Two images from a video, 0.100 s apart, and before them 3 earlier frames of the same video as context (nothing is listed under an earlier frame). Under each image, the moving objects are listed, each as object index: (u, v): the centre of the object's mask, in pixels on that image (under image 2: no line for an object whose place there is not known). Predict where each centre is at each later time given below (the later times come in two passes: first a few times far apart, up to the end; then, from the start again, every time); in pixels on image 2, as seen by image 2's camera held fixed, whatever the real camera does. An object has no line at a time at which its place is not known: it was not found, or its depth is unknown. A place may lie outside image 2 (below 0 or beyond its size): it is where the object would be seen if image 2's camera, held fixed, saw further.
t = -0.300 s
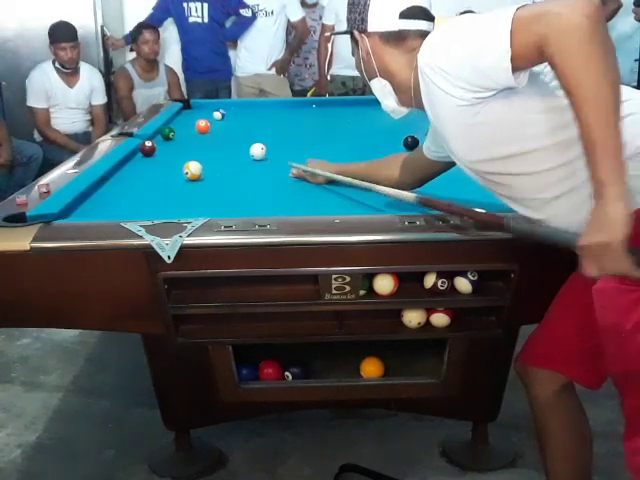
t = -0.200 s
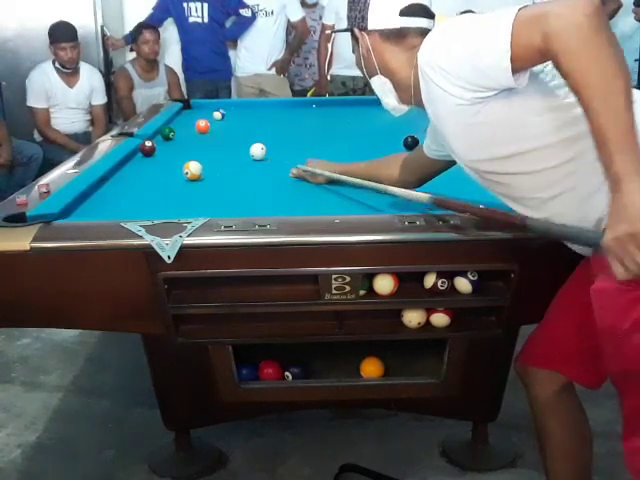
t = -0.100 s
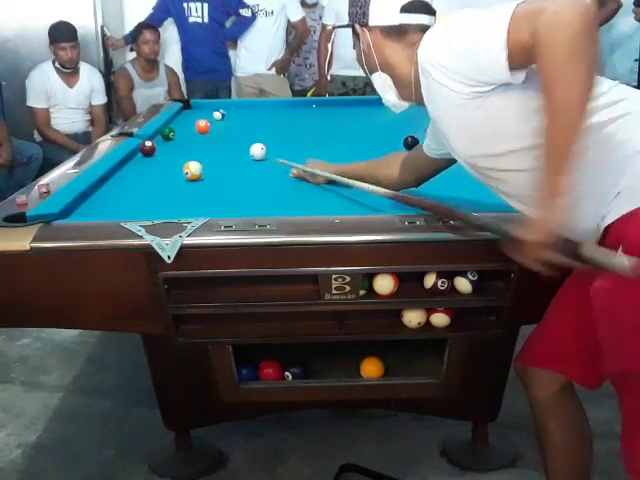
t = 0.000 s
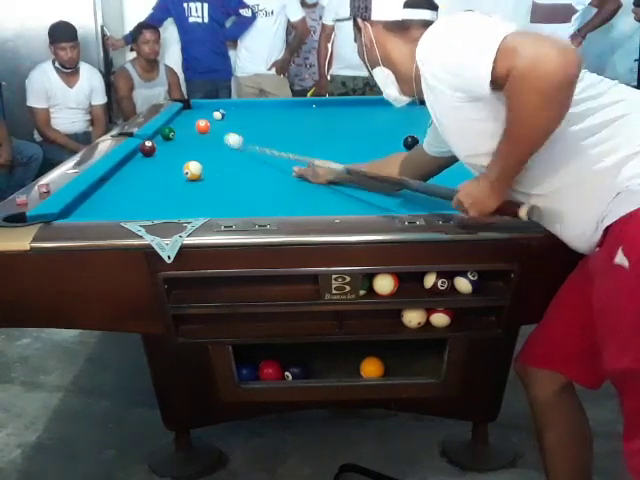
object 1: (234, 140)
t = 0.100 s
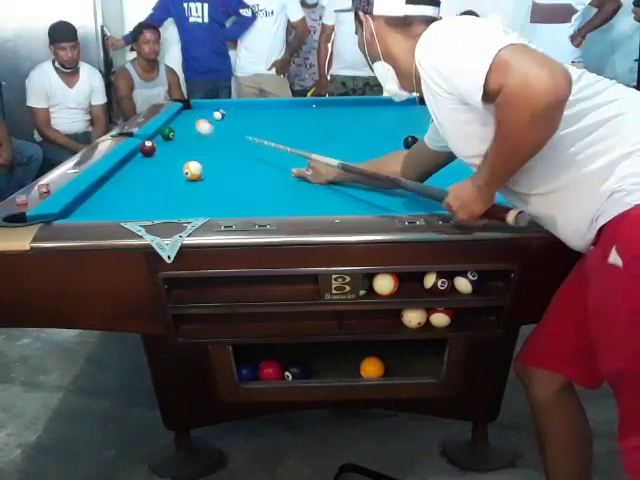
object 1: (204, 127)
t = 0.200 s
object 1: (189, 128)
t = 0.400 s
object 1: (173, 130)
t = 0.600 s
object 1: (163, 129)
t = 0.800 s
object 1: (168, 130)
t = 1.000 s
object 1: (172, 130)
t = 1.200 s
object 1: (177, 130)
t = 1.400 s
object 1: (180, 130)
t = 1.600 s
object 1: (183, 130)
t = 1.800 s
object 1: (185, 130)
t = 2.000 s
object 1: (185, 130)
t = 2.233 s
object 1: (185, 131)
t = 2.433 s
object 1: (185, 130)
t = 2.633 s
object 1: (185, 130)
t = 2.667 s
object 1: (185, 130)
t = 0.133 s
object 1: (199, 128)
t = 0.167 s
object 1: (193, 128)
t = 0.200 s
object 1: (189, 128)
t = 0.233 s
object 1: (185, 129)
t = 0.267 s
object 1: (182, 130)
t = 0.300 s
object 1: (179, 130)
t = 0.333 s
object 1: (177, 130)
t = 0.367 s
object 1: (175, 129)
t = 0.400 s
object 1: (173, 130)
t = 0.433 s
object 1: (171, 130)
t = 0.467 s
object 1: (169, 130)
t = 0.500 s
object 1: (168, 130)
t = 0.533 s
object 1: (166, 130)
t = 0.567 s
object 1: (164, 129)
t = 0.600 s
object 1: (163, 129)
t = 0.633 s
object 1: (164, 129)
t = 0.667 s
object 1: (165, 129)
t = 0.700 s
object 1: (166, 130)
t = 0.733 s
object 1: (166, 130)
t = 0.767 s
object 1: (167, 130)
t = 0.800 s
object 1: (168, 130)
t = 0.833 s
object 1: (168, 130)
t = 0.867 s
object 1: (169, 130)
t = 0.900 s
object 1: (170, 130)
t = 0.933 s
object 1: (171, 130)
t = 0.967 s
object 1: (172, 130)
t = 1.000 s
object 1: (172, 130)
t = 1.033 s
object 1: (174, 131)
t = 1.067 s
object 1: (174, 131)
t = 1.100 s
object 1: (175, 131)
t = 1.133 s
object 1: (176, 131)
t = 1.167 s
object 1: (176, 131)
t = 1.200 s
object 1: (177, 130)
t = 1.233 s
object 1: (177, 131)
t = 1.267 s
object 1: (178, 131)
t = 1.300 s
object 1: (179, 131)
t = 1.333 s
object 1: (180, 130)
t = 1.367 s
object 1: (180, 131)
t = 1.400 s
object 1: (180, 130)
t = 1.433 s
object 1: (181, 131)
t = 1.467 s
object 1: (182, 130)
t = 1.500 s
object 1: (182, 130)
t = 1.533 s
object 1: (182, 130)
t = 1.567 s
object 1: (183, 130)
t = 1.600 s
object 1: (183, 130)
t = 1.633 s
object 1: (184, 130)
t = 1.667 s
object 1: (184, 130)
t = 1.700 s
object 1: (184, 130)
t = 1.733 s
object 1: (184, 130)
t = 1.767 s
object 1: (185, 130)
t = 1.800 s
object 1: (185, 130)
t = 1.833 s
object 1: (185, 130)
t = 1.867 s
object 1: (185, 130)
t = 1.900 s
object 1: (185, 130)
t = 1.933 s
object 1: (185, 130)
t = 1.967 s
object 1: (185, 130)
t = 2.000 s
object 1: (185, 130)
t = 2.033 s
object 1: (185, 130)
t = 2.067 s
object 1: (185, 131)
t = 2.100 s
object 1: (185, 131)
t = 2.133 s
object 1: (185, 131)
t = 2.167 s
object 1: (185, 131)
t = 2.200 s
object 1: (185, 131)
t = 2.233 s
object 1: (185, 131)
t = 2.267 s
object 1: (185, 131)
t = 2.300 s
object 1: (185, 131)
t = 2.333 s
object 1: (185, 131)
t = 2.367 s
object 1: (185, 131)
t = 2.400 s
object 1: (185, 130)
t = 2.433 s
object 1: (185, 130)
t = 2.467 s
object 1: (185, 130)
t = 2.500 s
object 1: (185, 130)
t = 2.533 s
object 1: (185, 131)
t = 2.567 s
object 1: (186, 131)
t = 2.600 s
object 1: (185, 130)
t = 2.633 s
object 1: (185, 130)
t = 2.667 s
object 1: (185, 130)
